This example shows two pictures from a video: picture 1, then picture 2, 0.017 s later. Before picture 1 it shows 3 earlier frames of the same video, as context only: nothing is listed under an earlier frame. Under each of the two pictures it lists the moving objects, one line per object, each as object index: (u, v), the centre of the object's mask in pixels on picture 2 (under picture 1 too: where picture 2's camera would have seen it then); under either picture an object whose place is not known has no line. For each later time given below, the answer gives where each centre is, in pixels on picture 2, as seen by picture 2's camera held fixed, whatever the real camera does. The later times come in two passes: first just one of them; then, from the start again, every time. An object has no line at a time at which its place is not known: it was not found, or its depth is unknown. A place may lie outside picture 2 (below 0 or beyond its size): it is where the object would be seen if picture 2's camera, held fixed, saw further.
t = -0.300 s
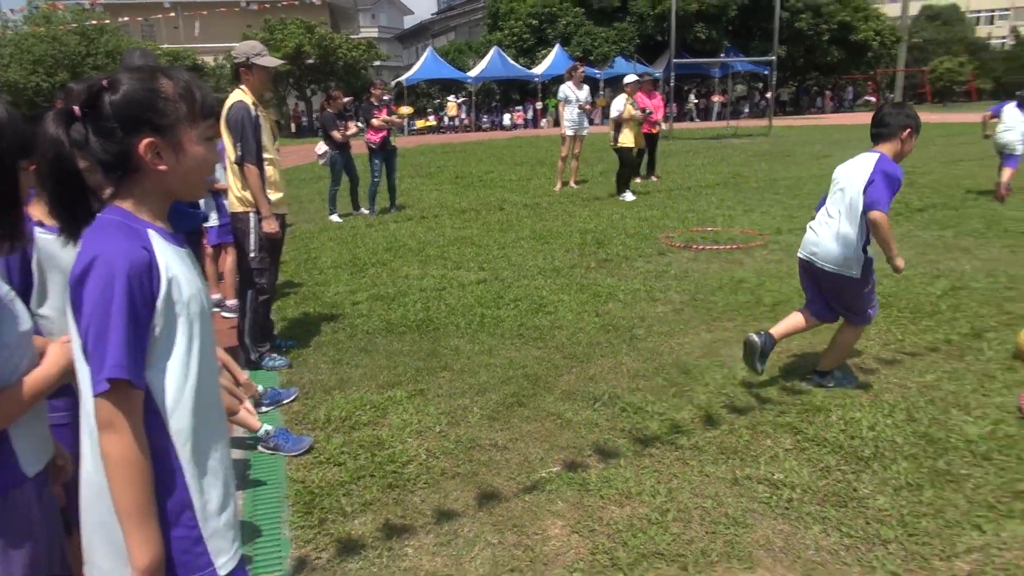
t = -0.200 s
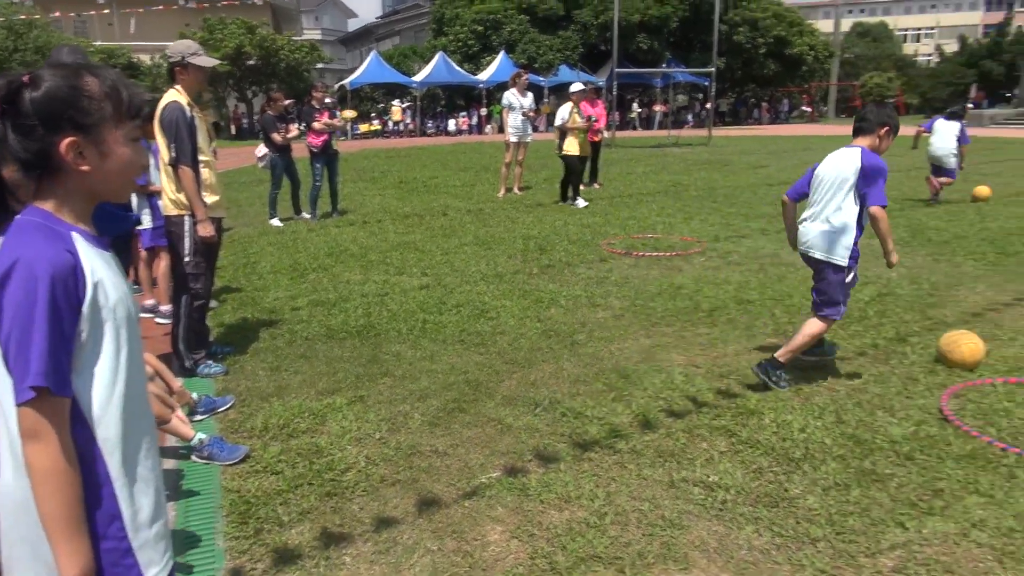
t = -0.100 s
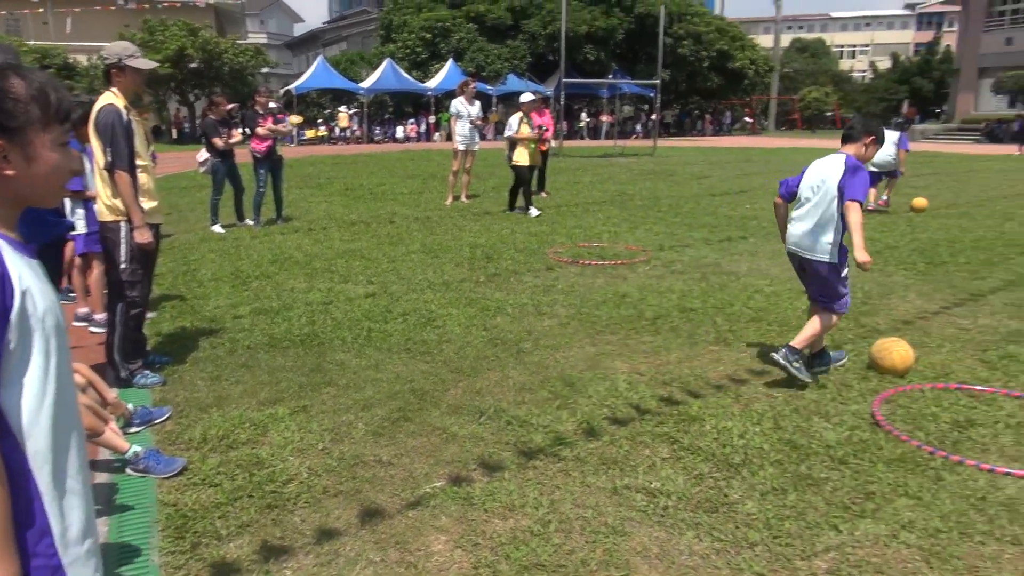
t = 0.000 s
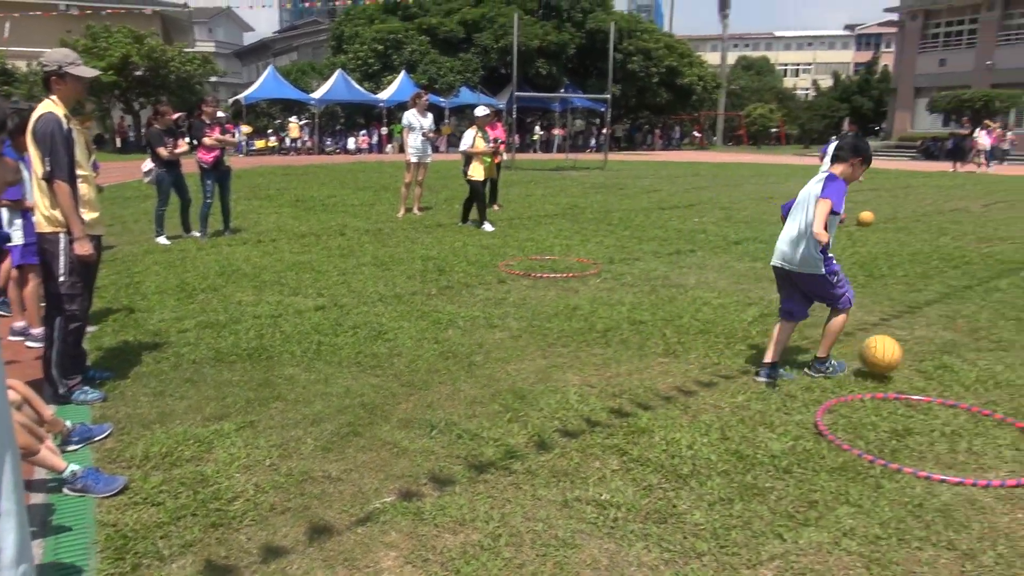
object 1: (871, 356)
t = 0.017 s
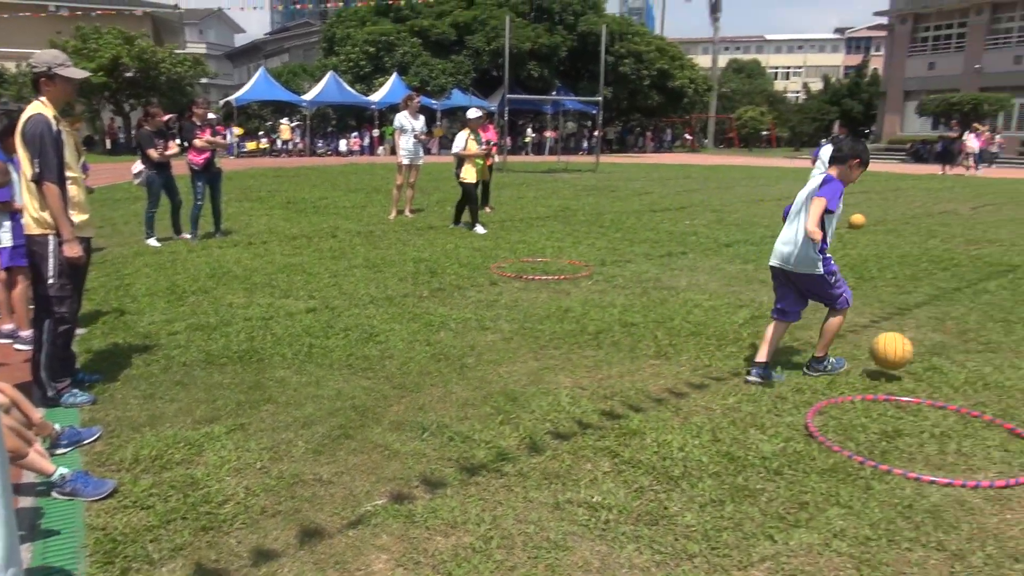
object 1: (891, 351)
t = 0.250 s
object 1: (1150, 330)
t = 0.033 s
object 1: (912, 346)
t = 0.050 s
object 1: (932, 342)
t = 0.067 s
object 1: (952, 338)
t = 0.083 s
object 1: (972, 335)
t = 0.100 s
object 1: (991, 333)
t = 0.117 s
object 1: (1010, 331)
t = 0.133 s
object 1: (1029, 329)
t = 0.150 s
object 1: (1047, 328)
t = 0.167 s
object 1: (1065, 327)
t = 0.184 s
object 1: (1083, 326)
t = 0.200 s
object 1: (1100, 327)
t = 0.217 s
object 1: (1117, 327)
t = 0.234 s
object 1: (1134, 328)
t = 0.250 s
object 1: (1150, 330)
